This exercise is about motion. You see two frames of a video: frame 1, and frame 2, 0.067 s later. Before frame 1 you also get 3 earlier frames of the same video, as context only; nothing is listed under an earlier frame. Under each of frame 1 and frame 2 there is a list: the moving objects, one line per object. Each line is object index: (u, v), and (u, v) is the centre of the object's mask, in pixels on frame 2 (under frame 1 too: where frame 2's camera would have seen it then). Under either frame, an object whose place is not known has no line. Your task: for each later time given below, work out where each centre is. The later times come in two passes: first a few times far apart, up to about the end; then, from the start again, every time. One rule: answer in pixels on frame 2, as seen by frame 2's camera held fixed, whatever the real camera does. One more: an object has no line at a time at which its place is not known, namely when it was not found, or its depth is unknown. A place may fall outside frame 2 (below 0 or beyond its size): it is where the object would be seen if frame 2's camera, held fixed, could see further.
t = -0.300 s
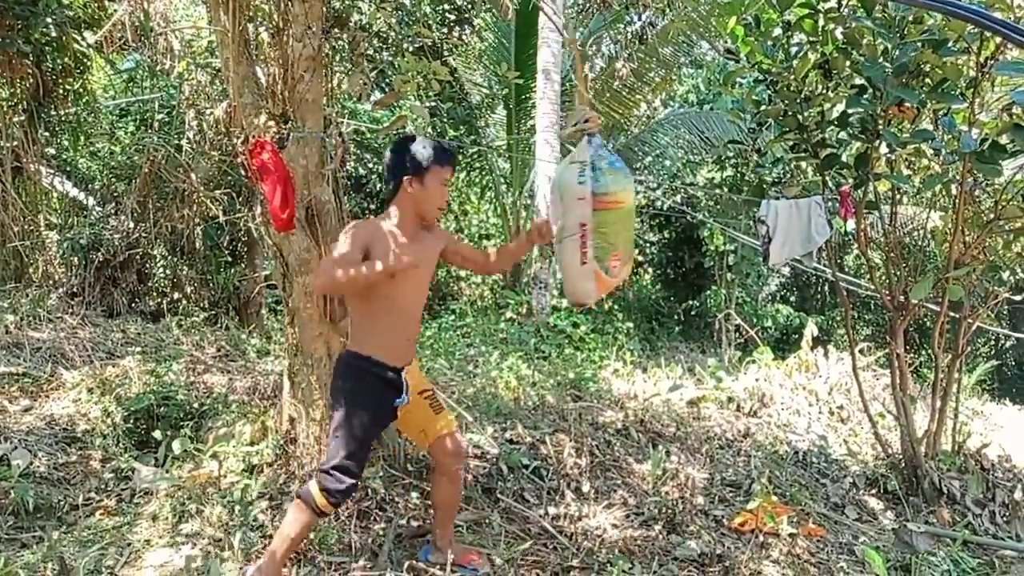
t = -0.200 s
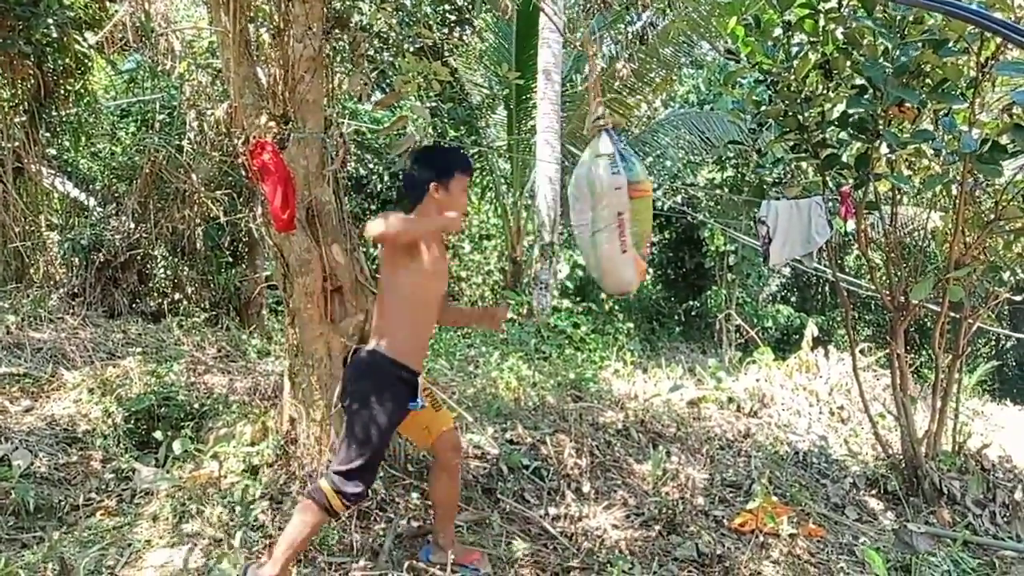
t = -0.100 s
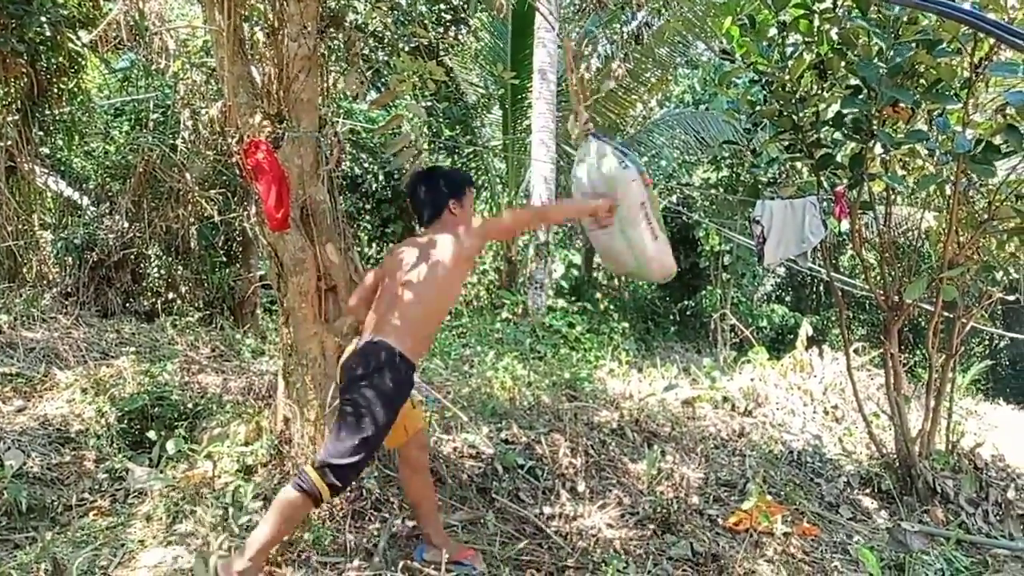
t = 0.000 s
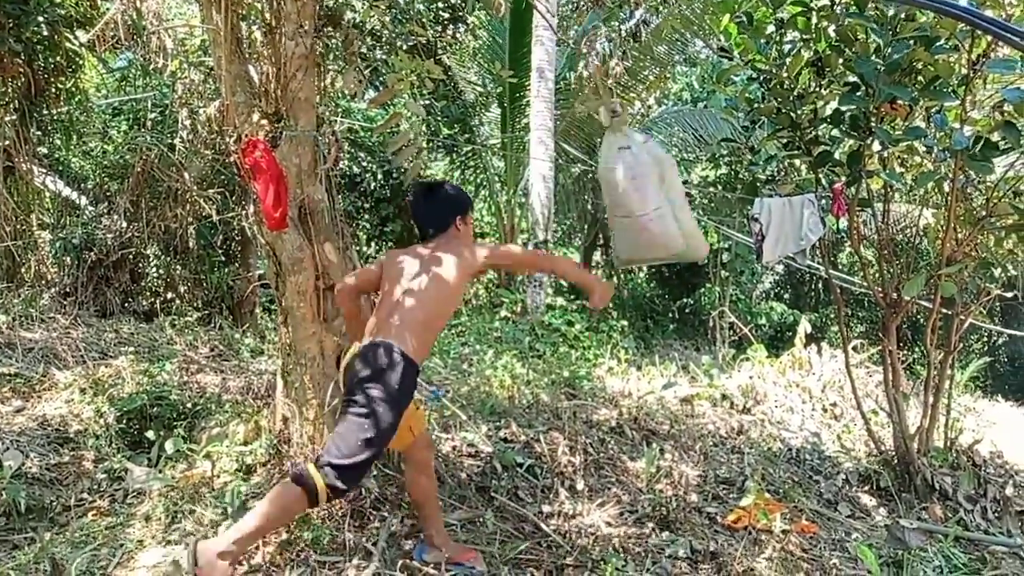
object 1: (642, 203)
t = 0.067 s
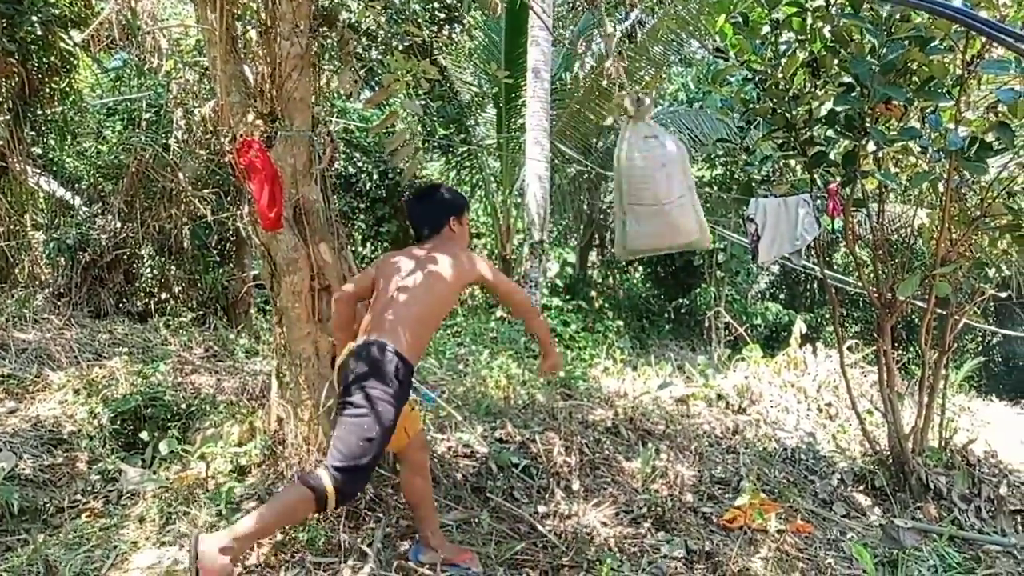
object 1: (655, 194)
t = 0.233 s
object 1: (675, 172)
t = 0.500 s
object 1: (682, 167)
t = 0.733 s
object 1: (654, 183)
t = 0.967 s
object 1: (600, 210)
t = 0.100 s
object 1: (659, 189)
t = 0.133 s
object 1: (663, 184)
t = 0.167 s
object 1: (668, 180)
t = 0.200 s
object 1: (672, 176)
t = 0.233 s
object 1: (675, 172)
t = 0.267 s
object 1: (679, 170)
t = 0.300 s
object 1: (682, 168)
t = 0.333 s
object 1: (686, 166)
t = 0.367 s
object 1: (681, 166)
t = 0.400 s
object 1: (683, 166)
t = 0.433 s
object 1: (683, 166)
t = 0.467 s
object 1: (683, 166)
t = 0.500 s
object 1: (682, 167)
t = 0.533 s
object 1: (681, 168)
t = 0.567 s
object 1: (679, 170)
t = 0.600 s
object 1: (676, 172)
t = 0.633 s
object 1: (672, 174)
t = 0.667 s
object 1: (666, 177)
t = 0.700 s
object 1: (660, 179)
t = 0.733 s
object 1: (654, 183)
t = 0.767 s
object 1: (647, 188)
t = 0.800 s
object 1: (640, 191)
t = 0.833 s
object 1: (633, 196)
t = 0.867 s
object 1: (624, 198)
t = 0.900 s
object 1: (617, 202)
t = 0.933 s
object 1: (608, 205)
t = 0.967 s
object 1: (600, 210)
